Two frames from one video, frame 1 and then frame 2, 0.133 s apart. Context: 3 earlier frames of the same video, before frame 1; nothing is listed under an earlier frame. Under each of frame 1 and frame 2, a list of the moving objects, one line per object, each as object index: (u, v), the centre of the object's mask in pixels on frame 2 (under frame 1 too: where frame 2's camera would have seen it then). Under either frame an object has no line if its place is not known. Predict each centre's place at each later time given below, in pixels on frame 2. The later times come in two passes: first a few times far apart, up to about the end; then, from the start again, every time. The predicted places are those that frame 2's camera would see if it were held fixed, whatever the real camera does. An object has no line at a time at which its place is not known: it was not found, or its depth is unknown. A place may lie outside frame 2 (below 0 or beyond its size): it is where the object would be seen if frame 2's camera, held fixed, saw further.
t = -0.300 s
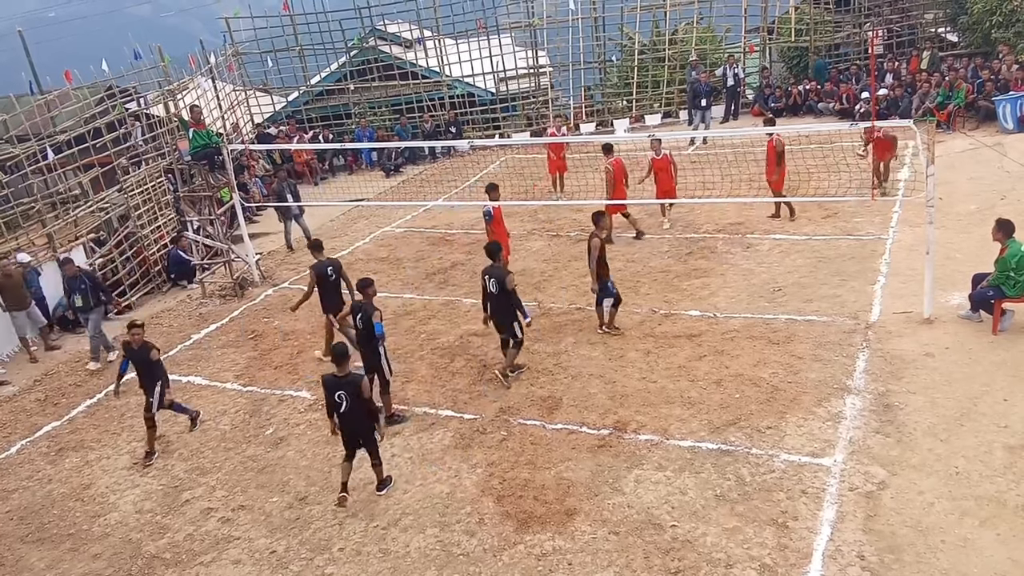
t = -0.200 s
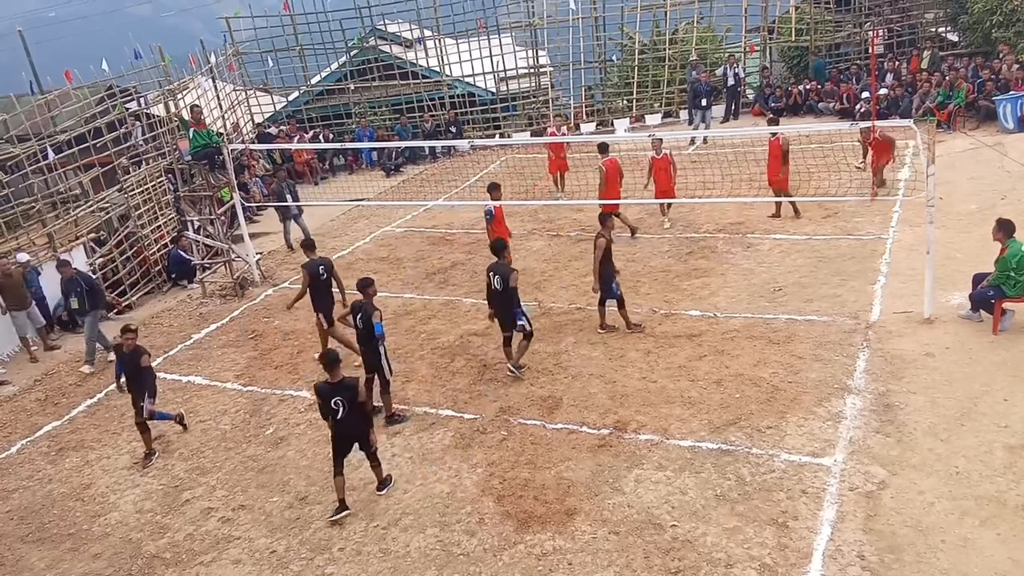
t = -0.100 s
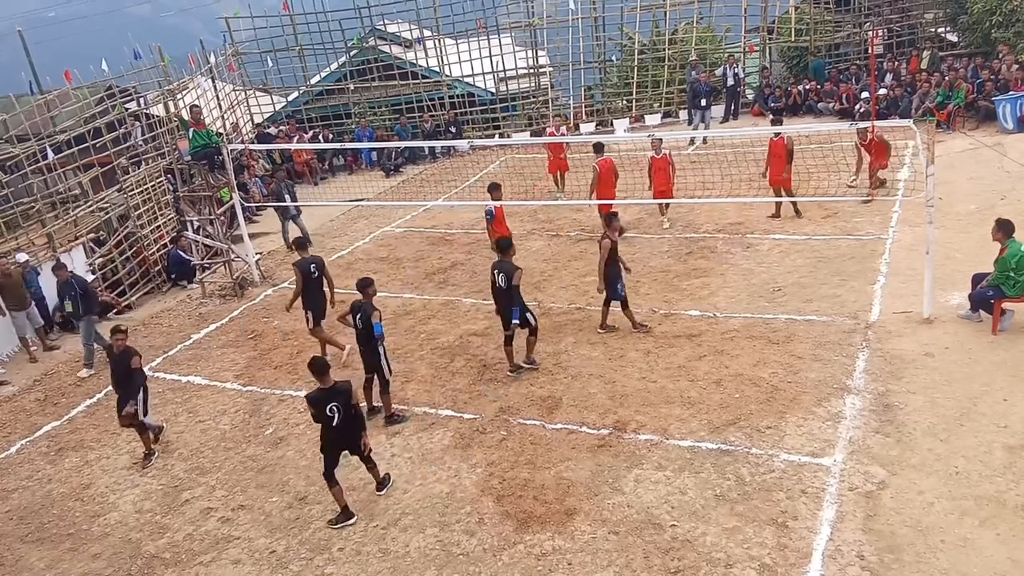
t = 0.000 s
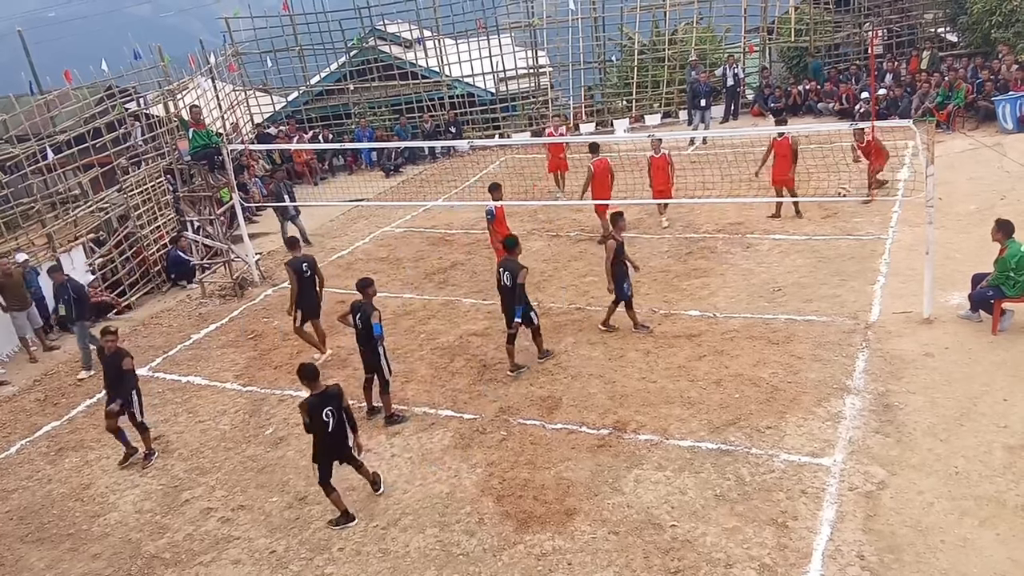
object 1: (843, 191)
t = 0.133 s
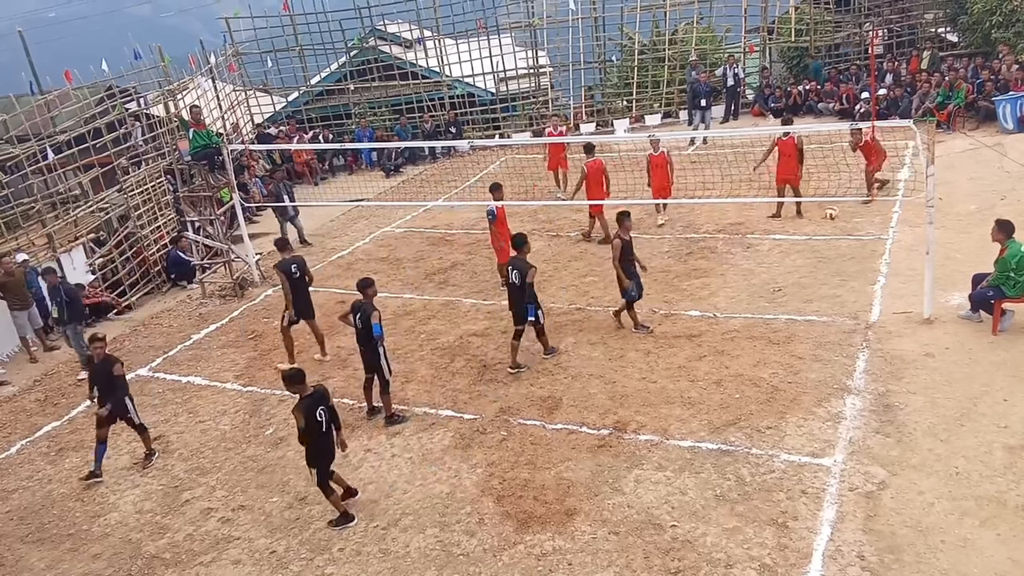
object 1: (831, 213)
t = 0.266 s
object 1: (817, 251)
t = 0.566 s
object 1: (781, 321)
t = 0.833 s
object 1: (747, 392)
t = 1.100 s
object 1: (698, 479)
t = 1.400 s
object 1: (648, 554)
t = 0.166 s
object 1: (828, 221)
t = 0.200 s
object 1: (824, 230)
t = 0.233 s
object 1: (821, 240)
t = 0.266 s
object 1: (817, 251)
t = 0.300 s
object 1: (813, 264)
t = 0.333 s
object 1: (810, 277)
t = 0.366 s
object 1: (806, 291)
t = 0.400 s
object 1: (799, 308)
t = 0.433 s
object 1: (797, 309)
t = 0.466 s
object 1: (794, 311)
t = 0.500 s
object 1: (790, 312)
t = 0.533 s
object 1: (786, 316)
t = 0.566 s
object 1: (781, 321)
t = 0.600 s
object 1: (777, 324)
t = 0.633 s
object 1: (774, 332)
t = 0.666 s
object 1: (769, 338)
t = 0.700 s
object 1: (765, 347)
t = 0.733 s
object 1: (760, 357)
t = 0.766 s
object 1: (756, 367)
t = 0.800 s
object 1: (751, 380)
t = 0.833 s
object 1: (747, 392)
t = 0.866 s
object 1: (743, 408)
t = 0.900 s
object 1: (736, 415)
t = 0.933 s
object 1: (731, 421)
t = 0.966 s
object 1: (724, 431)
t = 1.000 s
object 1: (718, 440)
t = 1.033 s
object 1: (711, 452)
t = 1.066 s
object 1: (705, 464)
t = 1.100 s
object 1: (698, 479)
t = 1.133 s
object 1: (693, 485)
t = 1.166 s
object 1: (689, 487)
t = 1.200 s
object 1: (683, 493)
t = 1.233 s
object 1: (677, 499)
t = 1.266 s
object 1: (671, 507)
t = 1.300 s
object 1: (666, 515)
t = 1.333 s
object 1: (660, 527)
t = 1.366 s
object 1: (654, 540)
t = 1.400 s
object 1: (648, 554)
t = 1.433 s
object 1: (643, 565)
